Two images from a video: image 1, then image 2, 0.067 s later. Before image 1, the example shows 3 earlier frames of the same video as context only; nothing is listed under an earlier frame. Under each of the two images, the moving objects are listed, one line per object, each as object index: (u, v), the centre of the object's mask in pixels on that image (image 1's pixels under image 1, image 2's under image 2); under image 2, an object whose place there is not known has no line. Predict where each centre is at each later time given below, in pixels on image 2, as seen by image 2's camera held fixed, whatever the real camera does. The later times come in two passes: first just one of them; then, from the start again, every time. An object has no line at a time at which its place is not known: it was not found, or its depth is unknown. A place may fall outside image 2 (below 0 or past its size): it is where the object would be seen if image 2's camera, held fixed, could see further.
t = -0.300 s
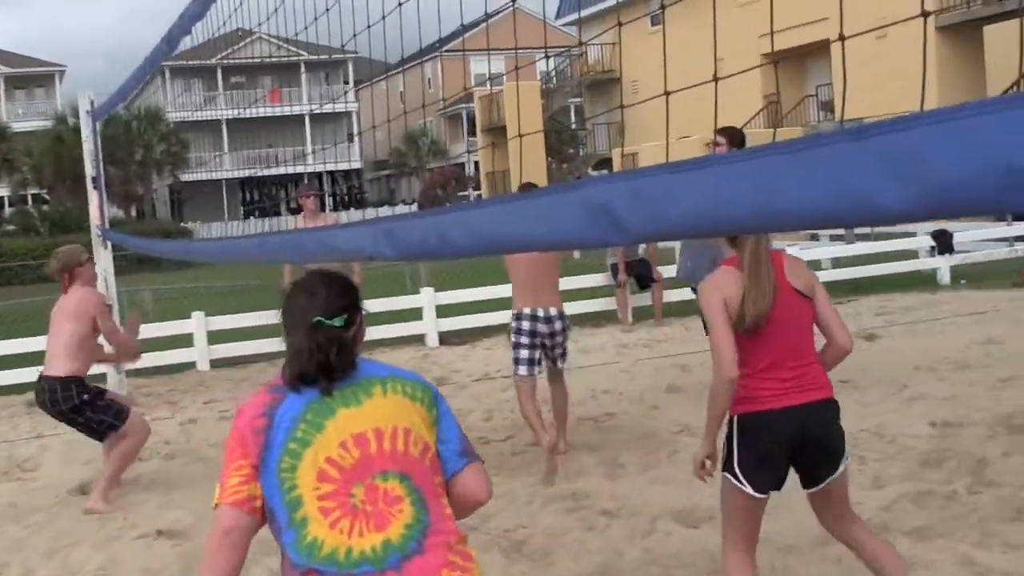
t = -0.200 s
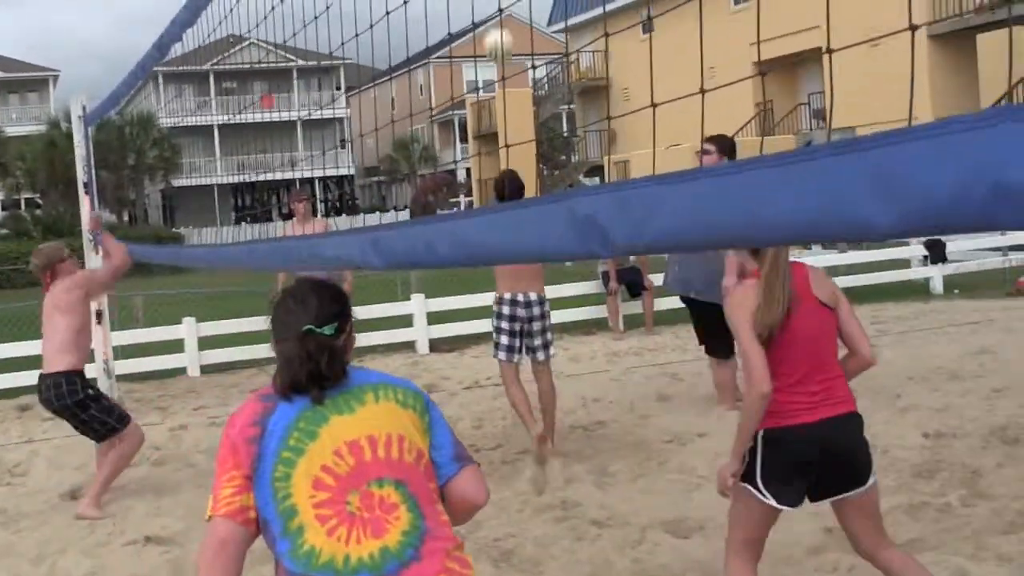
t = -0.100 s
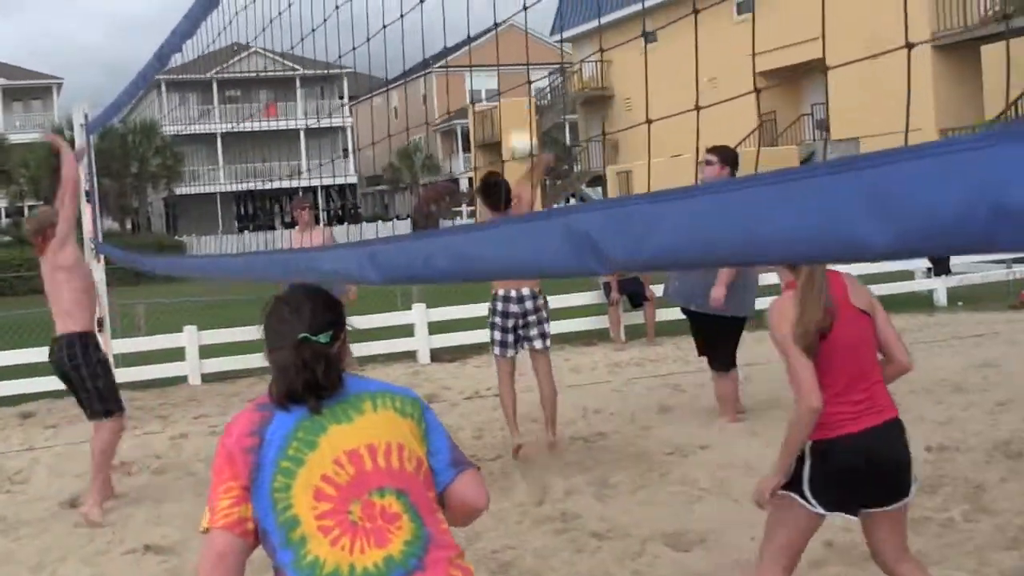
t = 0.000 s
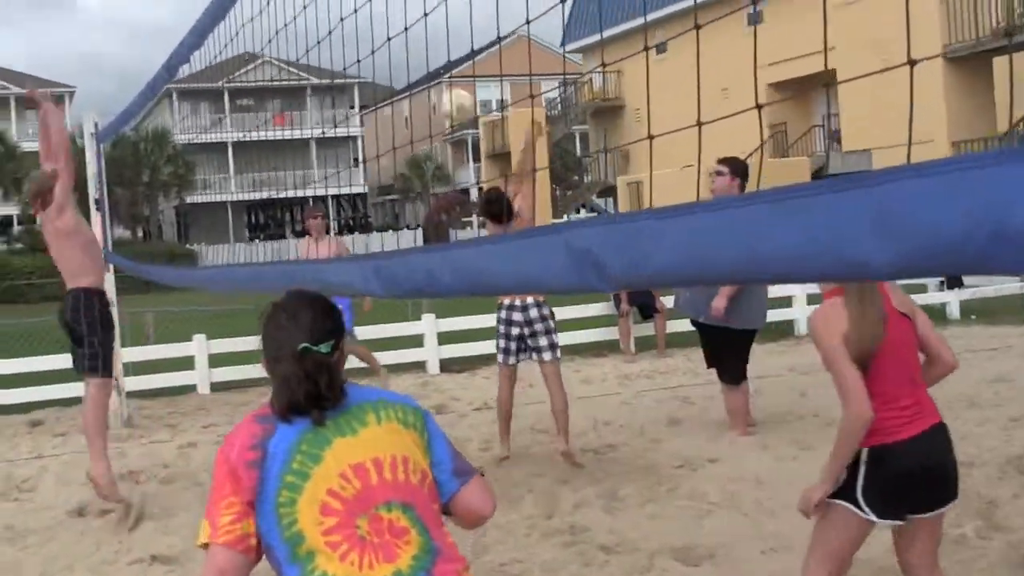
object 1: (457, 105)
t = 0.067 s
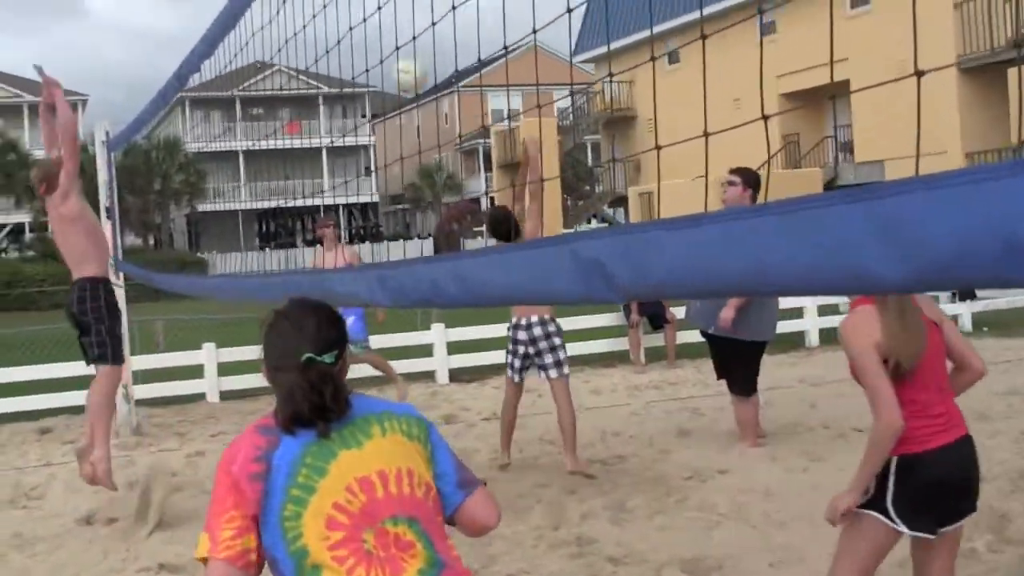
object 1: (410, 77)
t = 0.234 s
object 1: (250, 11)
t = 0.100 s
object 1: (379, 59)
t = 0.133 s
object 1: (347, 43)
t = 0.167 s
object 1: (314, 32)
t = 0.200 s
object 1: (283, 23)
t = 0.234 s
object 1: (250, 11)
